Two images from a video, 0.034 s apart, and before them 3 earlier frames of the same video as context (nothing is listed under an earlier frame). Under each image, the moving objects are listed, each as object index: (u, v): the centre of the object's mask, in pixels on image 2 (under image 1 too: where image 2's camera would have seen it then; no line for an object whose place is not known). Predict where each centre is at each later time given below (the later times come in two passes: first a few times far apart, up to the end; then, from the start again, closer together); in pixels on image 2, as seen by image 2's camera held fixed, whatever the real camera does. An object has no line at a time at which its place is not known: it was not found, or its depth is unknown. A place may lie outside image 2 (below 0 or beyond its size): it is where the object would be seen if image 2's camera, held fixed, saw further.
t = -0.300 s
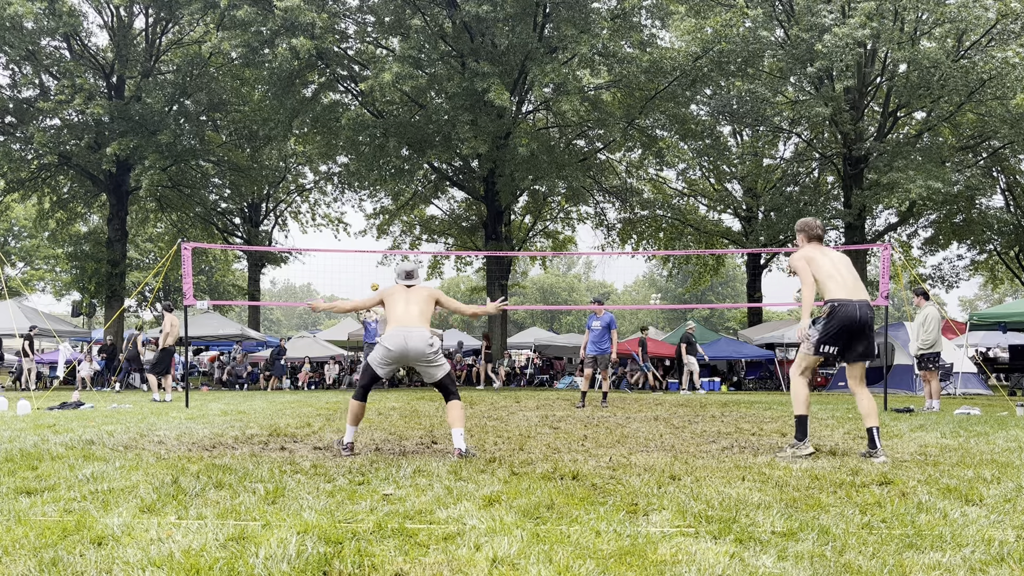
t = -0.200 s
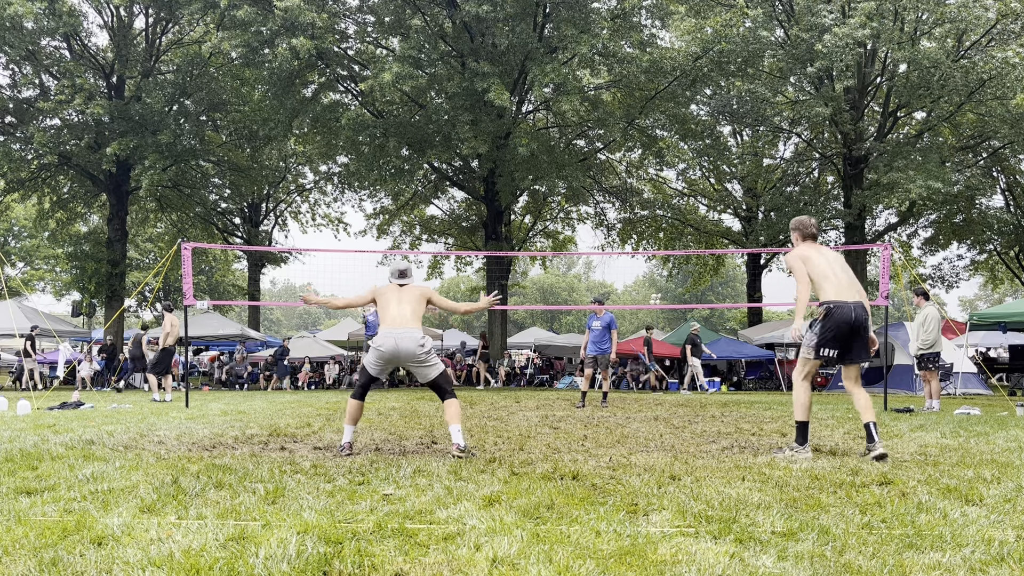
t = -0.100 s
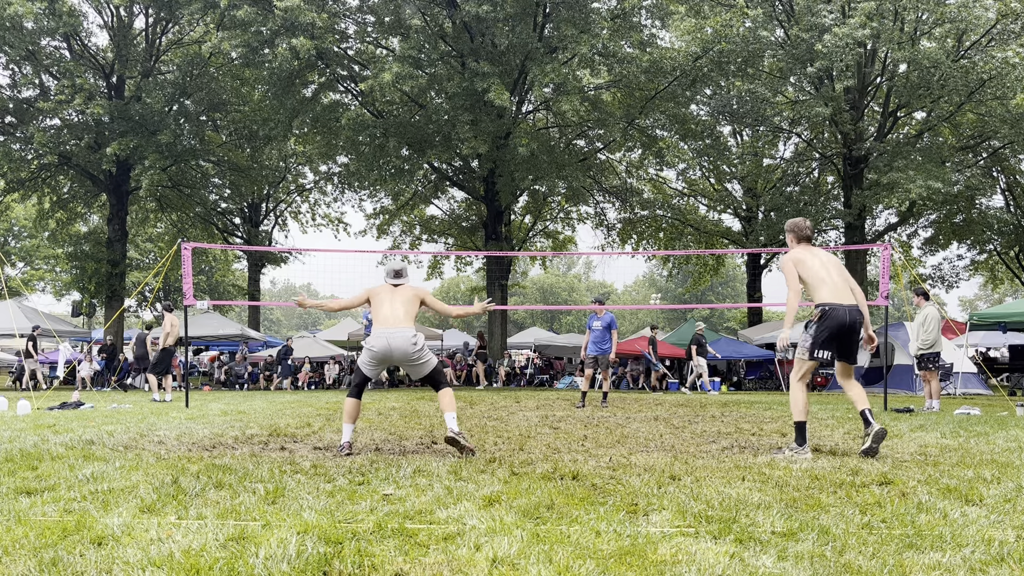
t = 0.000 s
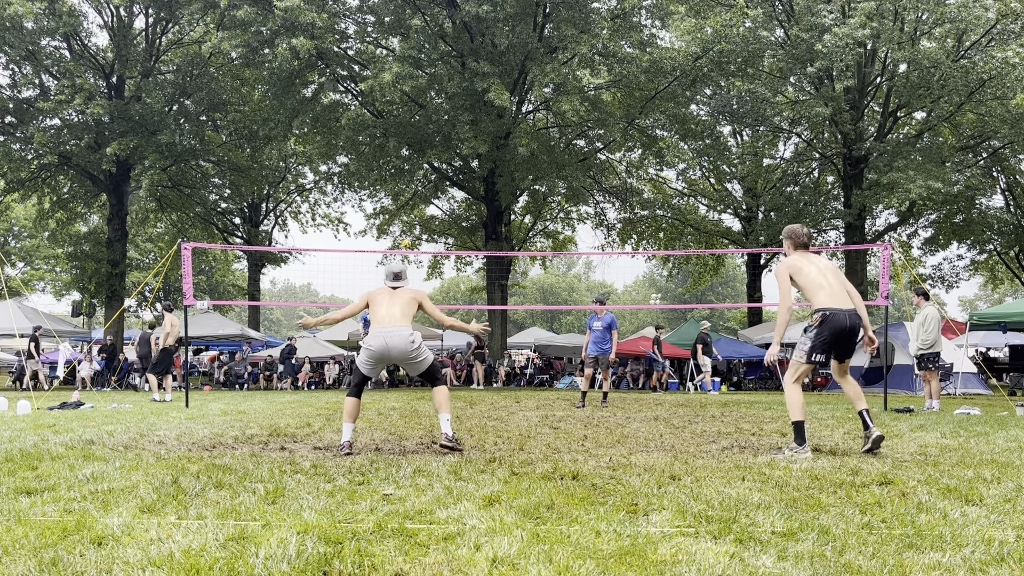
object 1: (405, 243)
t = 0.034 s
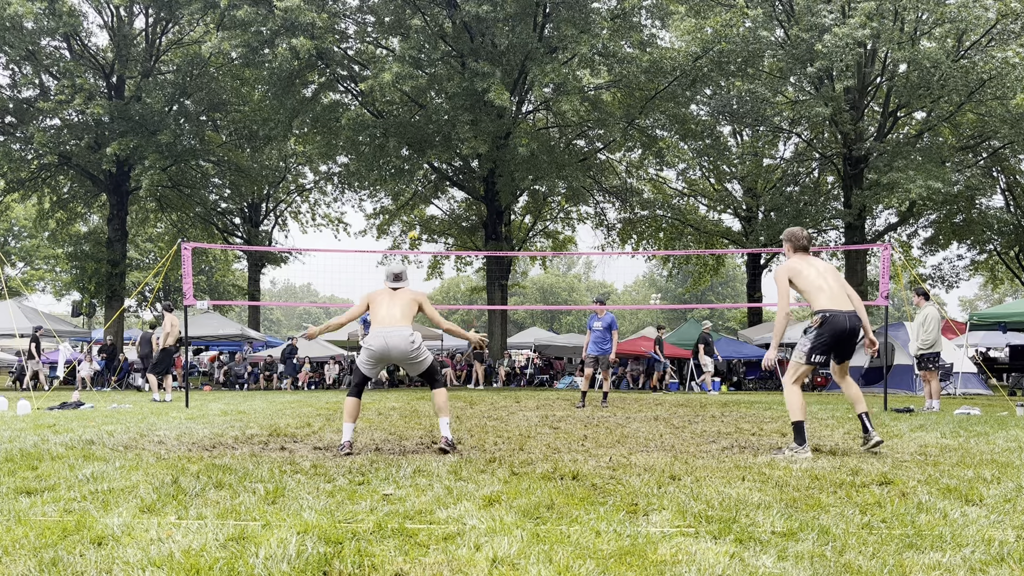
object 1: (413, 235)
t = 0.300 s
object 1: (472, 174)
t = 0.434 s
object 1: (511, 147)
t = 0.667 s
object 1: (603, 108)
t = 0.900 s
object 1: (762, 102)
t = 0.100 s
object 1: (425, 220)
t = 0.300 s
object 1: (472, 174)
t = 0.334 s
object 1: (481, 167)
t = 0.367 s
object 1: (490, 160)
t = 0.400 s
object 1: (500, 154)
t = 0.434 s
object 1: (511, 147)
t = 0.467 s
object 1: (521, 140)
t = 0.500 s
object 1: (533, 134)
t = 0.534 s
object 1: (545, 129)
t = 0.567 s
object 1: (558, 123)
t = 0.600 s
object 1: (571, 117)
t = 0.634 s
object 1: (586, 113)
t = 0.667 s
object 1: (603, 108)
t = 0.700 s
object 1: (621, 104)
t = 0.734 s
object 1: (640, 101)
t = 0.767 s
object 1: (660, 99)
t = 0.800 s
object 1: (683, 97)
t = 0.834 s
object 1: (707, 98)
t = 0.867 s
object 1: (733, 99)
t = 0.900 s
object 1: (762, 102)
